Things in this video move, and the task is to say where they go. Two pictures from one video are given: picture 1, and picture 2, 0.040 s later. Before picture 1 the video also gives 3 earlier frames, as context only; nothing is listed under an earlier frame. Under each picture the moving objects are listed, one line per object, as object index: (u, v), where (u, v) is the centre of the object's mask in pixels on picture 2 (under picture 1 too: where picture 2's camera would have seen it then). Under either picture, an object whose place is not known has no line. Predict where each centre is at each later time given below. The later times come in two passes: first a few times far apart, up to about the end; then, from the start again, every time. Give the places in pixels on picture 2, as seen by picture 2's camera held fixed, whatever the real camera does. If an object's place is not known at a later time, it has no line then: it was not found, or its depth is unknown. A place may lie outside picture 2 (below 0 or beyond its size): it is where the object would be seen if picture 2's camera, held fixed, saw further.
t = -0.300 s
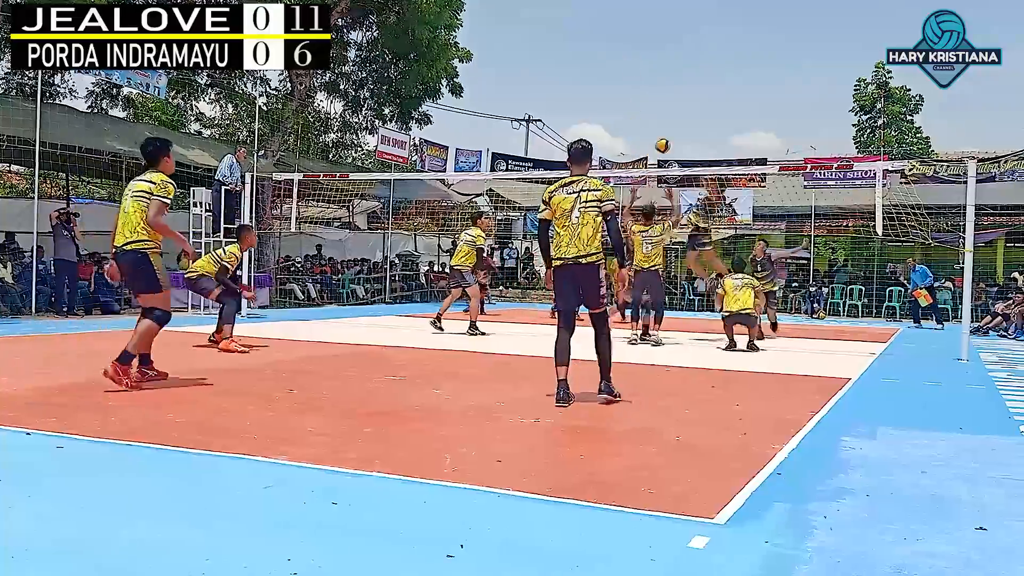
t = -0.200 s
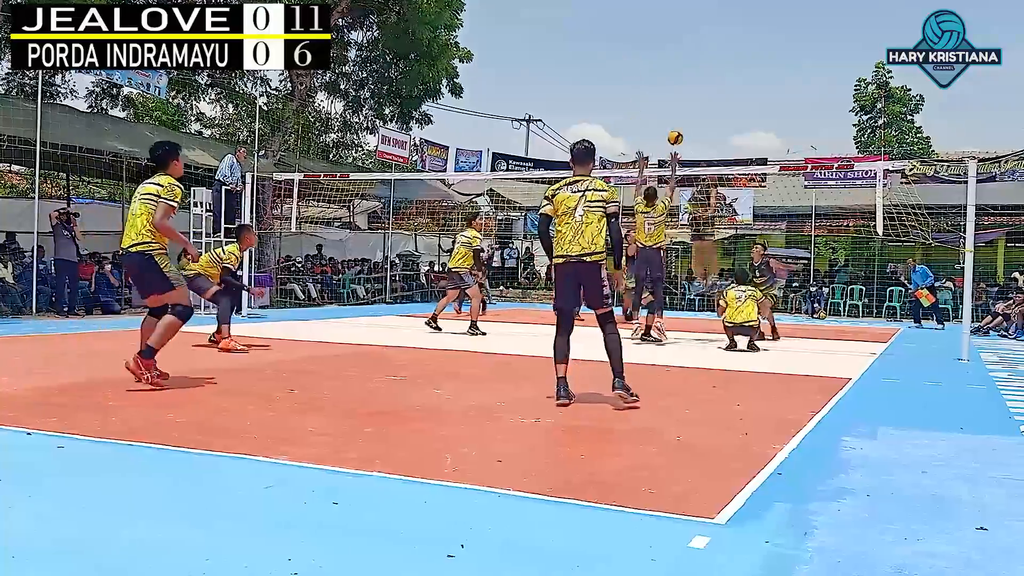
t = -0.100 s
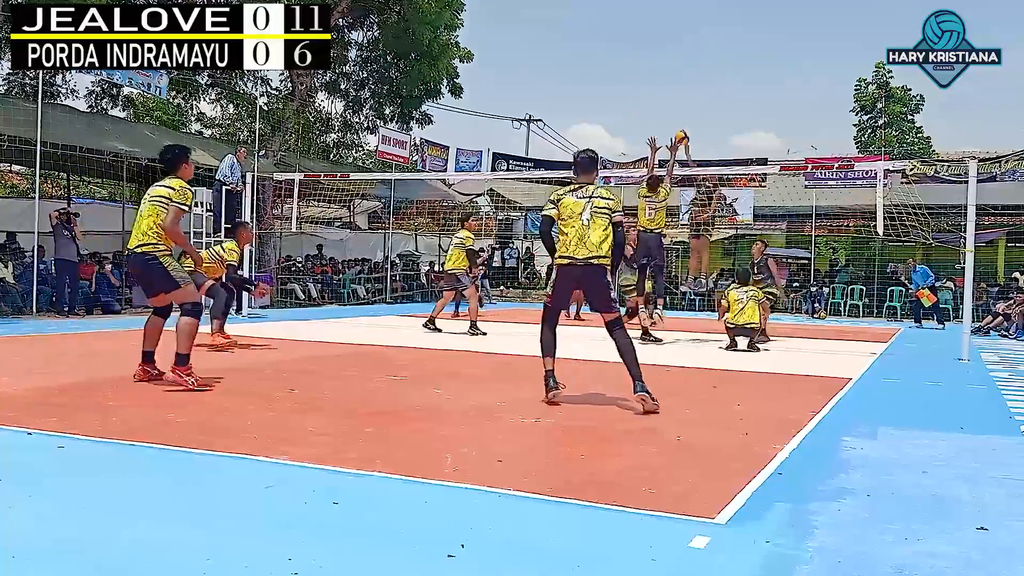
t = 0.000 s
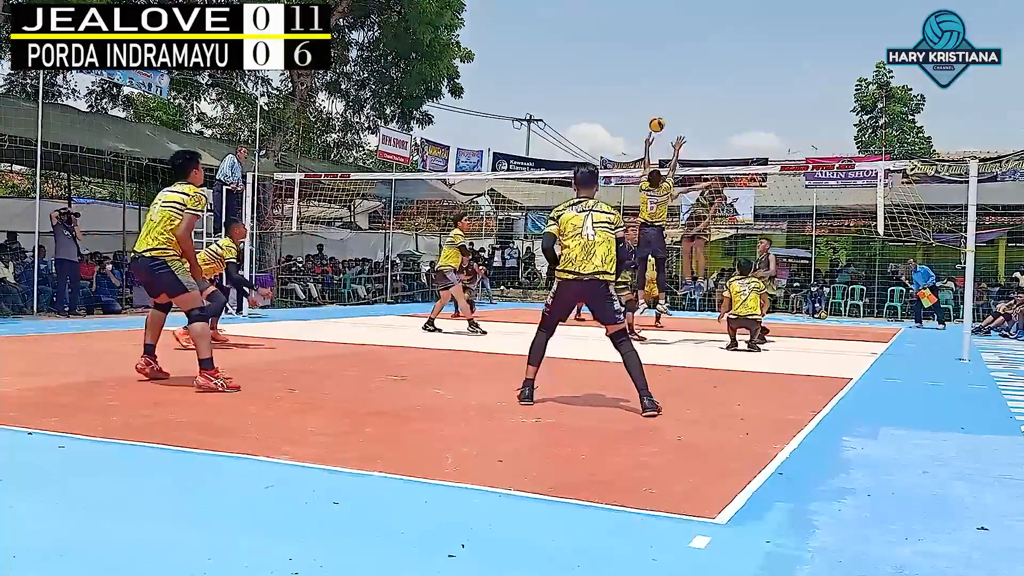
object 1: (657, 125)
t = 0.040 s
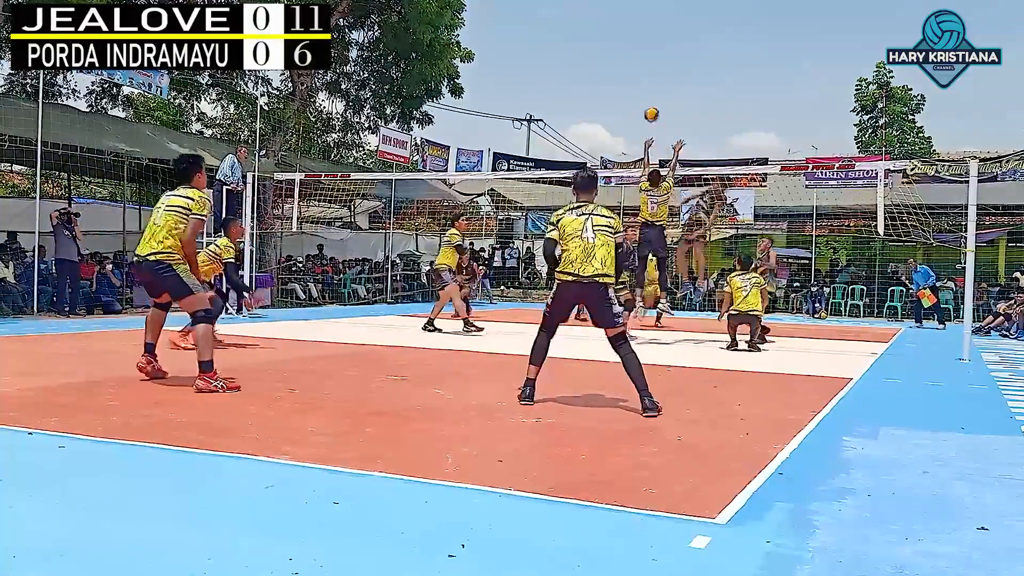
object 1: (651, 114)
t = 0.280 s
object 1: (620, 80)
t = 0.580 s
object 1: (582, 93)
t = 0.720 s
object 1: (564, 119)
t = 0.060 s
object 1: (649, 109)
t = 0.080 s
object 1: (646, 105)
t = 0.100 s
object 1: (644, 102)
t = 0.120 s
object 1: (641, 97)
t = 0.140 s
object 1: (639, 94)
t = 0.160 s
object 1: (636, 91)
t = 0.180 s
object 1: (633, 89)
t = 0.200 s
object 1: (631, 87)
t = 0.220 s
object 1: (628, 84)
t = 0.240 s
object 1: (626, 82)
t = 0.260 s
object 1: (623, 81)
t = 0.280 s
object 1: (620, 80)
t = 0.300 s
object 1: (618, 78)
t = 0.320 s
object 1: (616, 78)
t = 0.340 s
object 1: (613, 78)
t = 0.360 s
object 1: (610, 77)
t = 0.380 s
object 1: (607, 77)
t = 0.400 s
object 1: (605, 78)
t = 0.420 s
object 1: (603, 78)
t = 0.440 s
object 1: (600, 79)
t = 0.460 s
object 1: (597, 81)
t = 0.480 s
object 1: (595, 82)
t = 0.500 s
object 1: (592, 83)
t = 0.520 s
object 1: (590, 85)
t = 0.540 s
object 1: (587, 88)
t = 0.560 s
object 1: (584, 90)
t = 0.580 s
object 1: (582, 93)
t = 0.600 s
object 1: (580, 95)
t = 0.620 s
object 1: (577, 100)
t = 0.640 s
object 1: (574, 103)
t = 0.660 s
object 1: (571, 107)
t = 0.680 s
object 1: (569, 111)
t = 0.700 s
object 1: (566, 115)
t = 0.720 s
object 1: (564, 119)
